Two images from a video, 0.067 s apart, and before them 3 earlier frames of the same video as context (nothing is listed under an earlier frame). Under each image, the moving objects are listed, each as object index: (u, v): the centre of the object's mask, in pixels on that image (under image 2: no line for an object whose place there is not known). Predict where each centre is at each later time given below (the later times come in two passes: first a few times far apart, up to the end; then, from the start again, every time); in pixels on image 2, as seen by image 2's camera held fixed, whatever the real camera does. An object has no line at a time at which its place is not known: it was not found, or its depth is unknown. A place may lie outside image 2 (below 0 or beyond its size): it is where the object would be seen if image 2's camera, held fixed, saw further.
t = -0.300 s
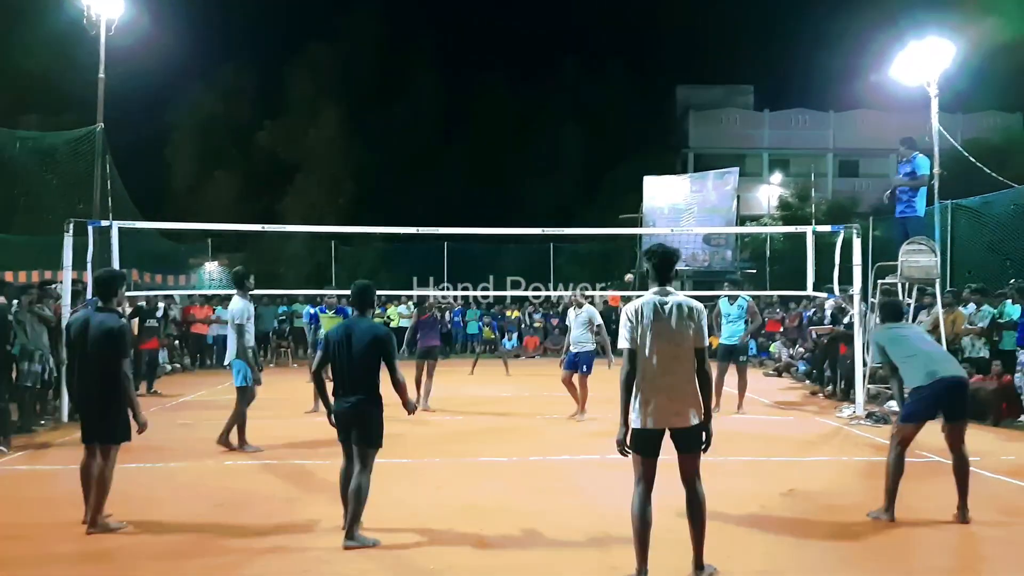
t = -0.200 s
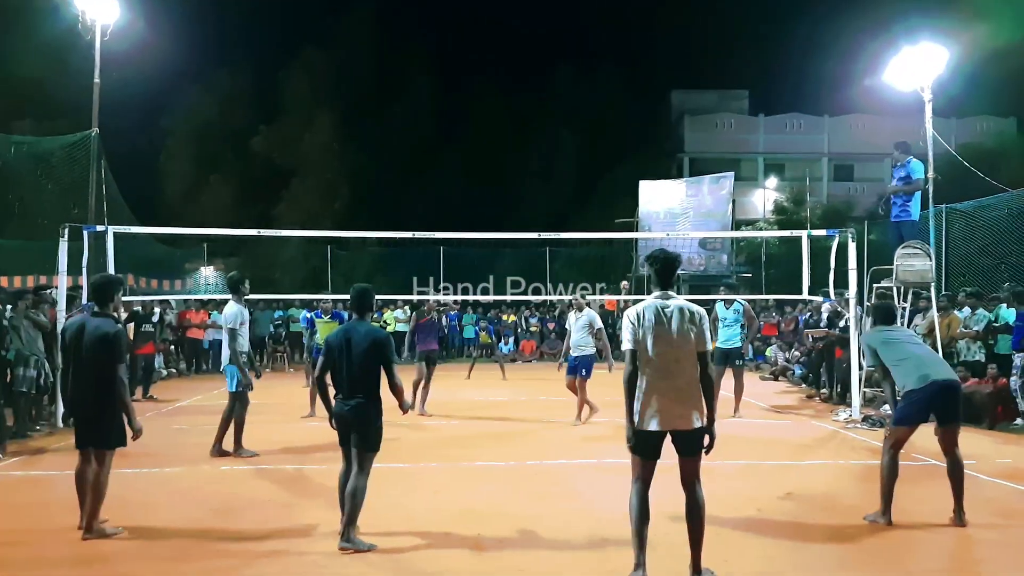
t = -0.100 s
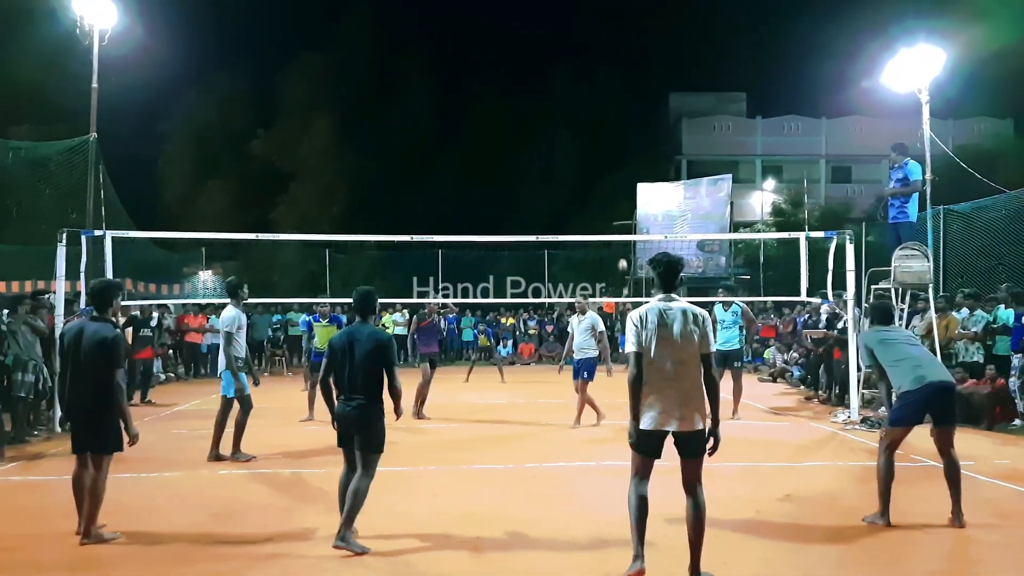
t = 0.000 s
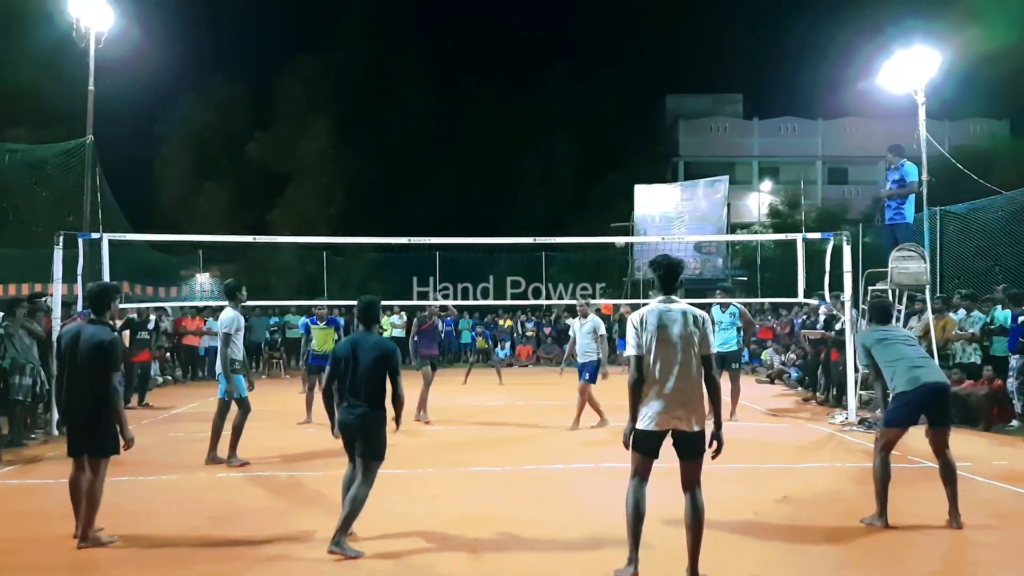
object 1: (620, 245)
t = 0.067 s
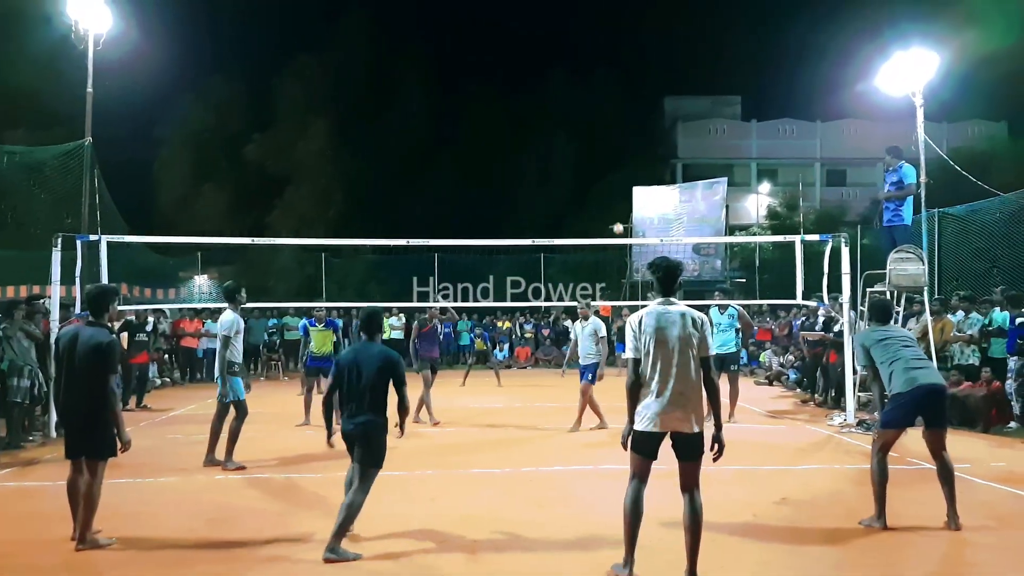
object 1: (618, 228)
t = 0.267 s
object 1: (616, 189)
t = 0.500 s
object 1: (611, 162)
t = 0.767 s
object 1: (598, 173)
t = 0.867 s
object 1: (591, 191)
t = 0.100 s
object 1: (618, 221)
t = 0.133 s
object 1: (617, 214)
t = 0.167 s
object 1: (617, 207)
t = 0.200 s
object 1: (617, 201)
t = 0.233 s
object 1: (617, 195)
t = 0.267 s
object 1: (616, 189)
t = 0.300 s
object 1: (616, 184)
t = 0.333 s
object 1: (615, 179)
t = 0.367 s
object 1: (615, 174)
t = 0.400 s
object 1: (614, 170)
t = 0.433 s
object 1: (613, 167)
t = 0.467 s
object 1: (612, 165)
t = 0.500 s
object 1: (611, 162)
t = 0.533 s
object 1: (610, 161)
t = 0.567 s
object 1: (608, 160)
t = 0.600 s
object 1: (607, 160)
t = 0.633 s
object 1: (605, 161)
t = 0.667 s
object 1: (604, 163)
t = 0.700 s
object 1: (602, 165)
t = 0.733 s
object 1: (600, 169)
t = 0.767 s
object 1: (598, 173)
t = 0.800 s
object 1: (595, 178)
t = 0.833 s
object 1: (593, 184)
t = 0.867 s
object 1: (591, 191)
